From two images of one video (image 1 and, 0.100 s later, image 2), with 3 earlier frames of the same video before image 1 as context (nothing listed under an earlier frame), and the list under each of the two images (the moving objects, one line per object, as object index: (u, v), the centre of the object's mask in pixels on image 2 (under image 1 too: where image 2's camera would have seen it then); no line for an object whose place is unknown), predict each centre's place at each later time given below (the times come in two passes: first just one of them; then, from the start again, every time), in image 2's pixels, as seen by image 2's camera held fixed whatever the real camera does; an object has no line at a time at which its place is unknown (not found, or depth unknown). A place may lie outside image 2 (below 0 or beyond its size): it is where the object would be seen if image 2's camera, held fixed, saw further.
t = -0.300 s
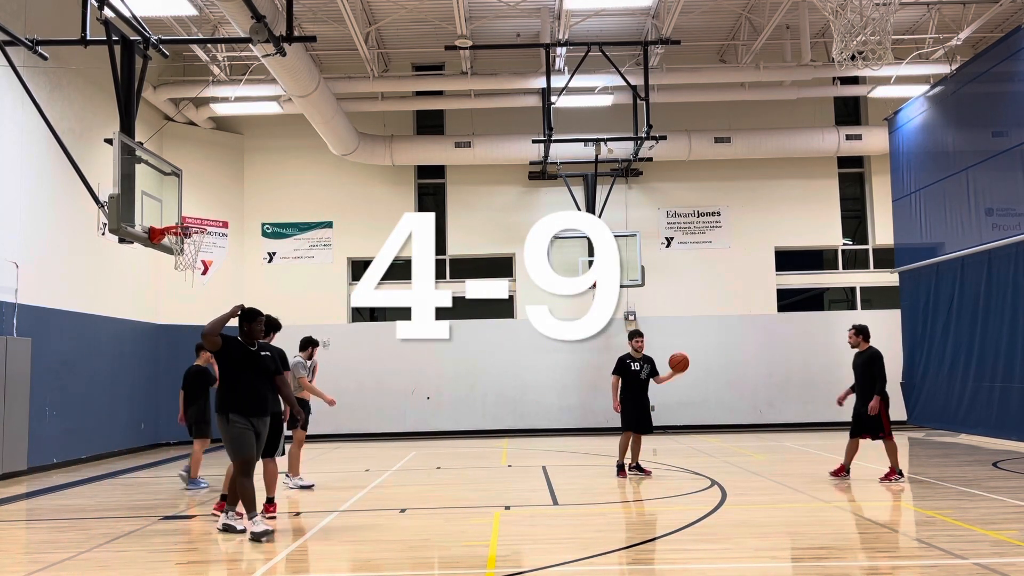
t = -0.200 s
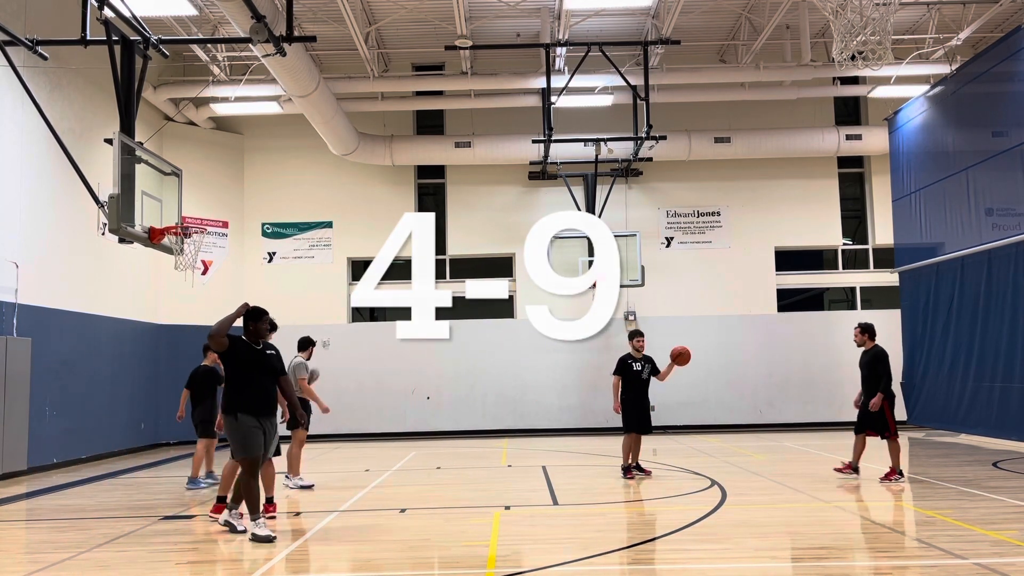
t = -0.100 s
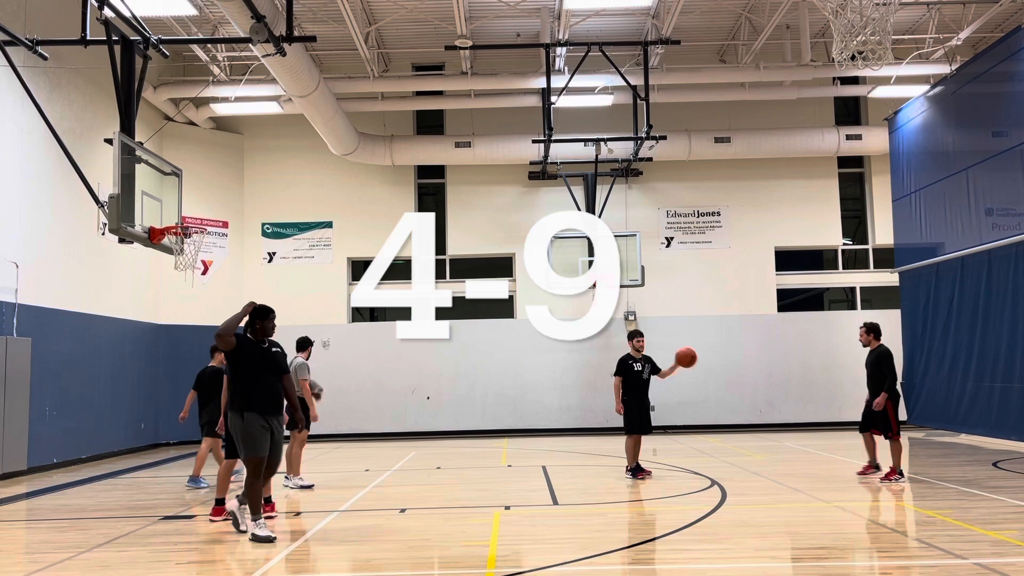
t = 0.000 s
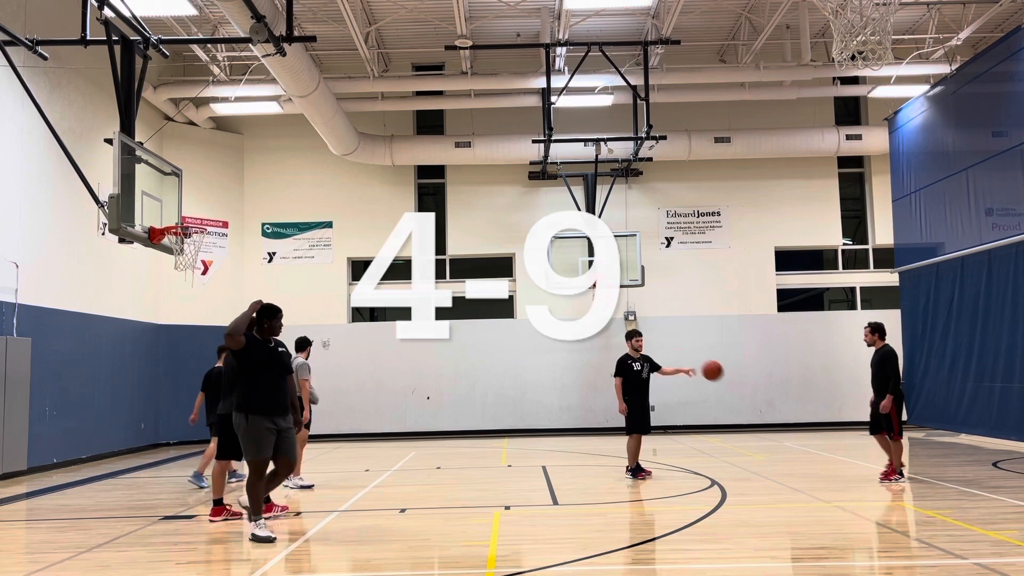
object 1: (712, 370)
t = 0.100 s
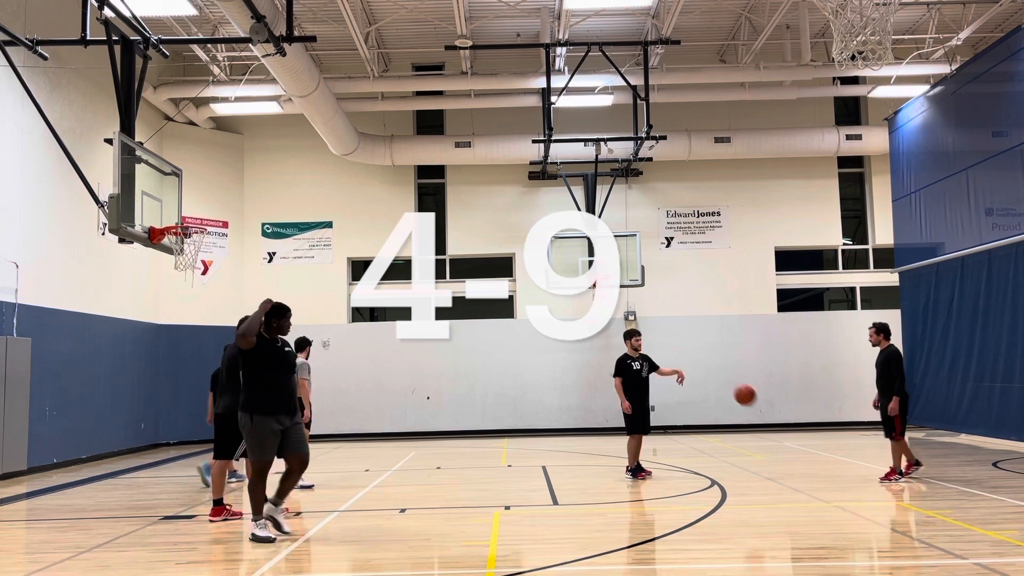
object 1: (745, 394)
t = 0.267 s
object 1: (801, 456)
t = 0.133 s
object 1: (756, 405)
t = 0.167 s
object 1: (767, 416)
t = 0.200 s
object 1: (778, 428)
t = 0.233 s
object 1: (790, 442)
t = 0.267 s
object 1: (801, 456)
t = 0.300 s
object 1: (811, 466)
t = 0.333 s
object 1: (814, 454)
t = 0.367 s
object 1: (818, 443)
